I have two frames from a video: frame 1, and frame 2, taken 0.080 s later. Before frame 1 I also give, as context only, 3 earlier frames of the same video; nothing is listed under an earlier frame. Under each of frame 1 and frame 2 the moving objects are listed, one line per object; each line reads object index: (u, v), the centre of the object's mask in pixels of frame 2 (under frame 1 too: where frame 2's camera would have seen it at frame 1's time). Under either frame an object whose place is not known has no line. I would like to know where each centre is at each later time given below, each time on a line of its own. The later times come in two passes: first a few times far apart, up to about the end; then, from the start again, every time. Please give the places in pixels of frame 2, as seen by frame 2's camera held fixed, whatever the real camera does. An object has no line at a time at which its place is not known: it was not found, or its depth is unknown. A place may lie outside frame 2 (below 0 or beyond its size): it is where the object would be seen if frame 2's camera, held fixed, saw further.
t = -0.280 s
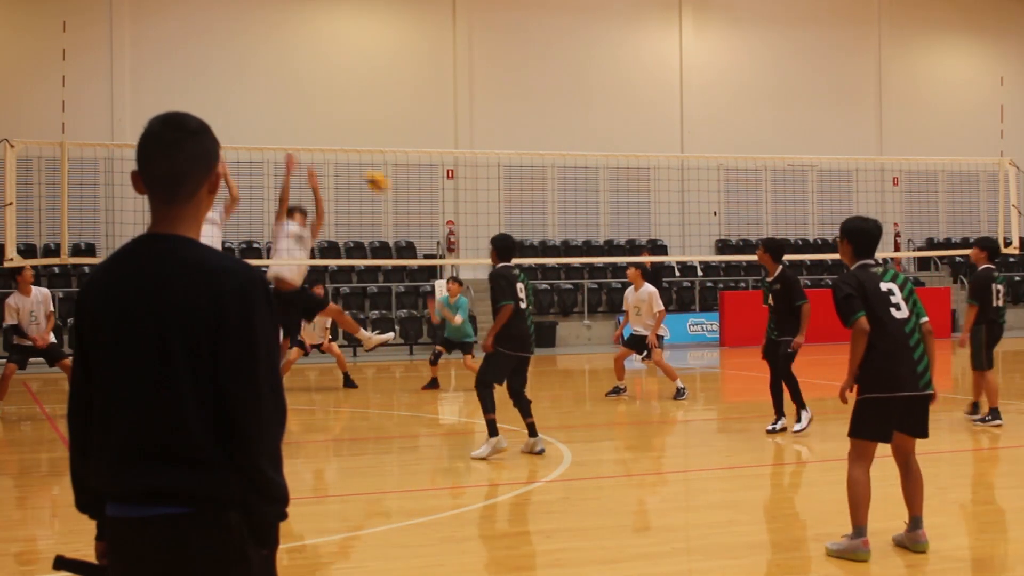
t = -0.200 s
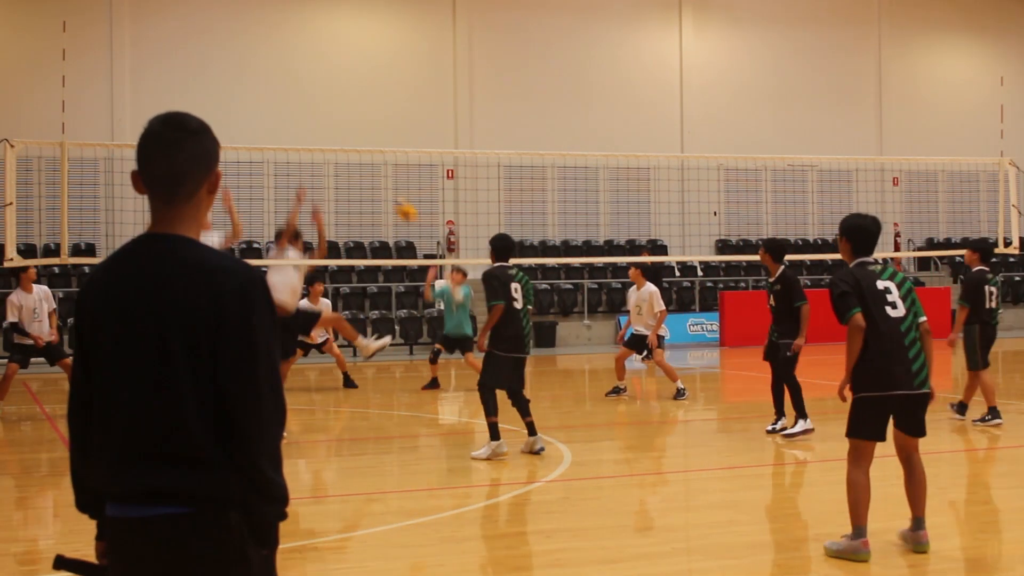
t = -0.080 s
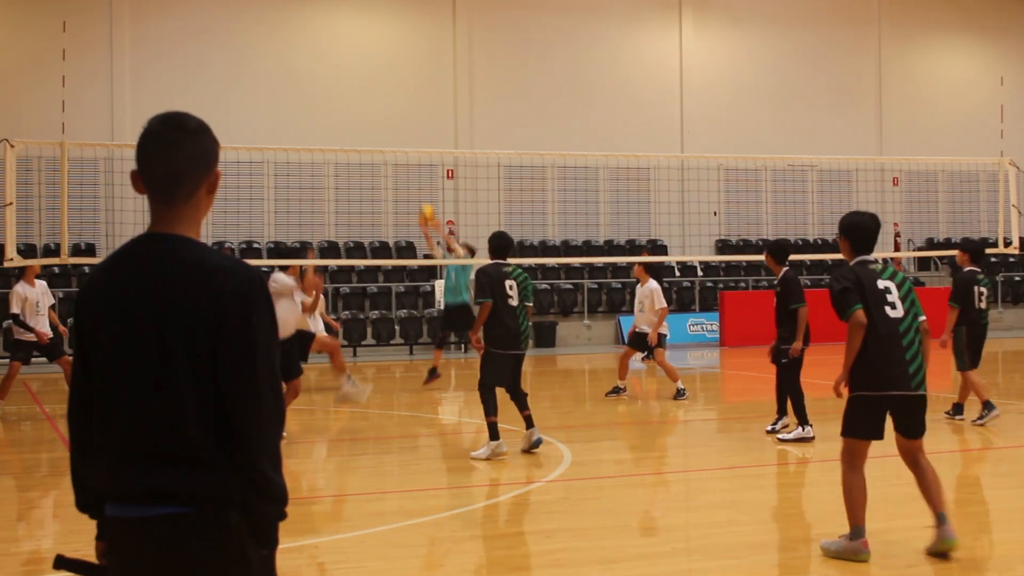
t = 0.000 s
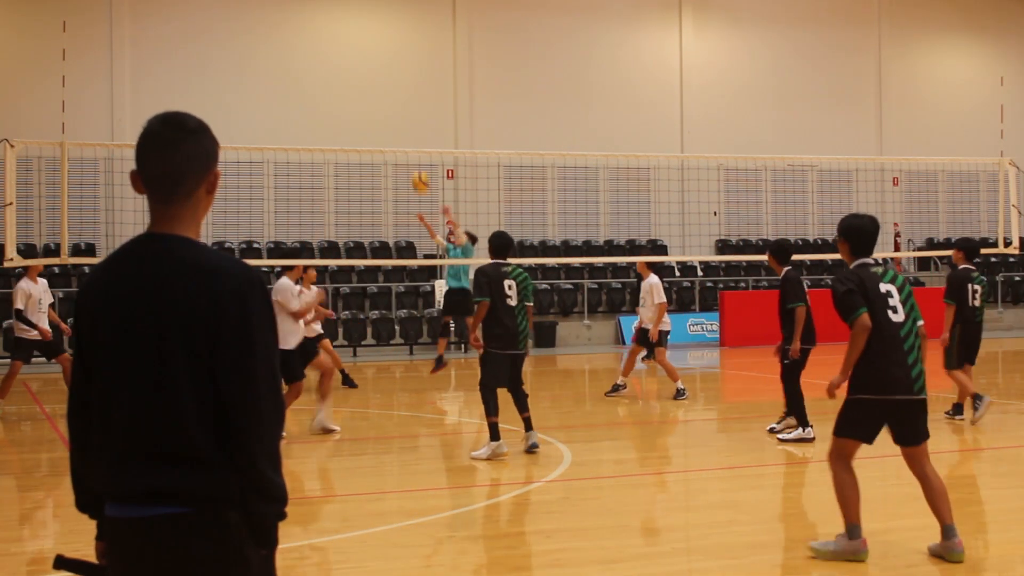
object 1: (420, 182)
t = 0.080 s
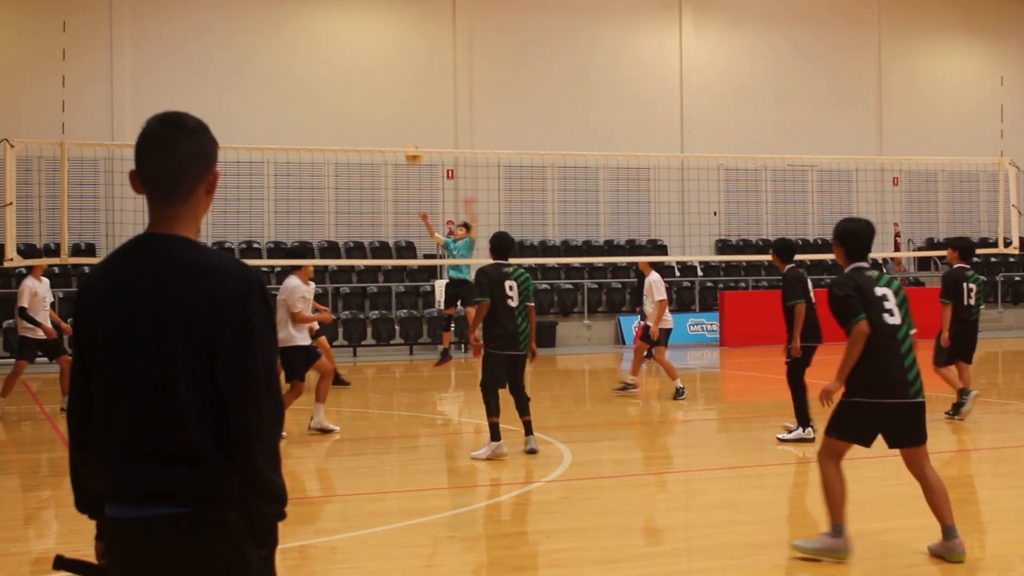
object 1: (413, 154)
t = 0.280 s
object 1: (396, 101)
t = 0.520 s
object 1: (377, 82)
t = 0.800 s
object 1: (354, 125)
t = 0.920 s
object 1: (343, 167)
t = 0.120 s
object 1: (410, 140)
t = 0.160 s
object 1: (406, 128)
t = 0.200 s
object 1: (403, 118)
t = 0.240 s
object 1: (400, 109)
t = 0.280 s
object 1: (396, 101)
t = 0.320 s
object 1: (393, 95)
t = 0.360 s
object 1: (390, 90)
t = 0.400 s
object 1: (387, 86)
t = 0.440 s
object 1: (383, 83)
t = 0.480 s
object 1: (380, 82)
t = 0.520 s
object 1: (377, 82)
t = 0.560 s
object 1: (374, 84)
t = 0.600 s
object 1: (370, 87)
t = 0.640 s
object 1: (367, 92)
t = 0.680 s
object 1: (364, 96)
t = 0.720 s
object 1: (361, 105)
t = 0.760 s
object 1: (357, 114)
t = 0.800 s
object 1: (354, 125)
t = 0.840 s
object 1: (350, 137)
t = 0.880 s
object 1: (348, 152)
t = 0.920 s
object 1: (343, 167)
